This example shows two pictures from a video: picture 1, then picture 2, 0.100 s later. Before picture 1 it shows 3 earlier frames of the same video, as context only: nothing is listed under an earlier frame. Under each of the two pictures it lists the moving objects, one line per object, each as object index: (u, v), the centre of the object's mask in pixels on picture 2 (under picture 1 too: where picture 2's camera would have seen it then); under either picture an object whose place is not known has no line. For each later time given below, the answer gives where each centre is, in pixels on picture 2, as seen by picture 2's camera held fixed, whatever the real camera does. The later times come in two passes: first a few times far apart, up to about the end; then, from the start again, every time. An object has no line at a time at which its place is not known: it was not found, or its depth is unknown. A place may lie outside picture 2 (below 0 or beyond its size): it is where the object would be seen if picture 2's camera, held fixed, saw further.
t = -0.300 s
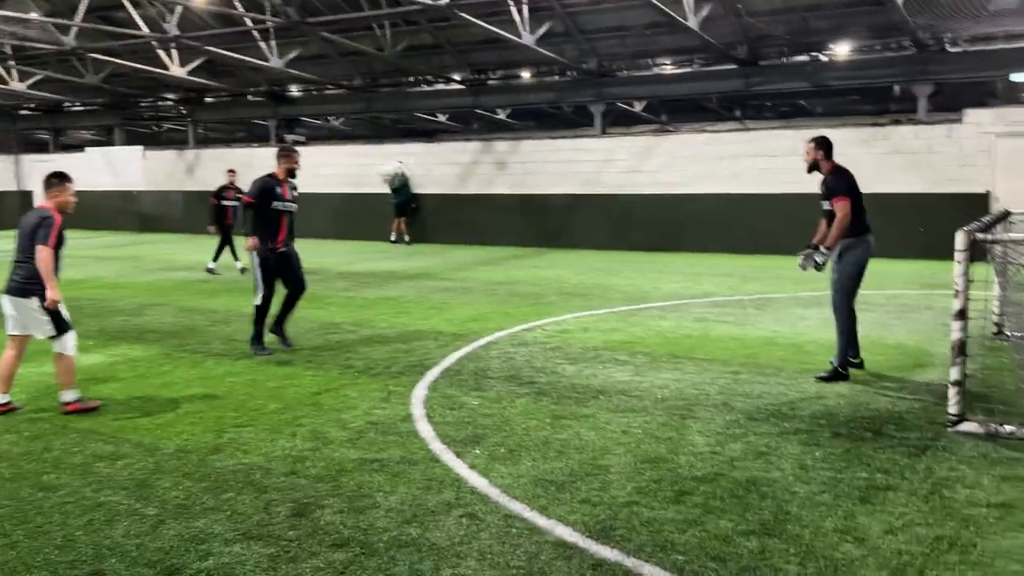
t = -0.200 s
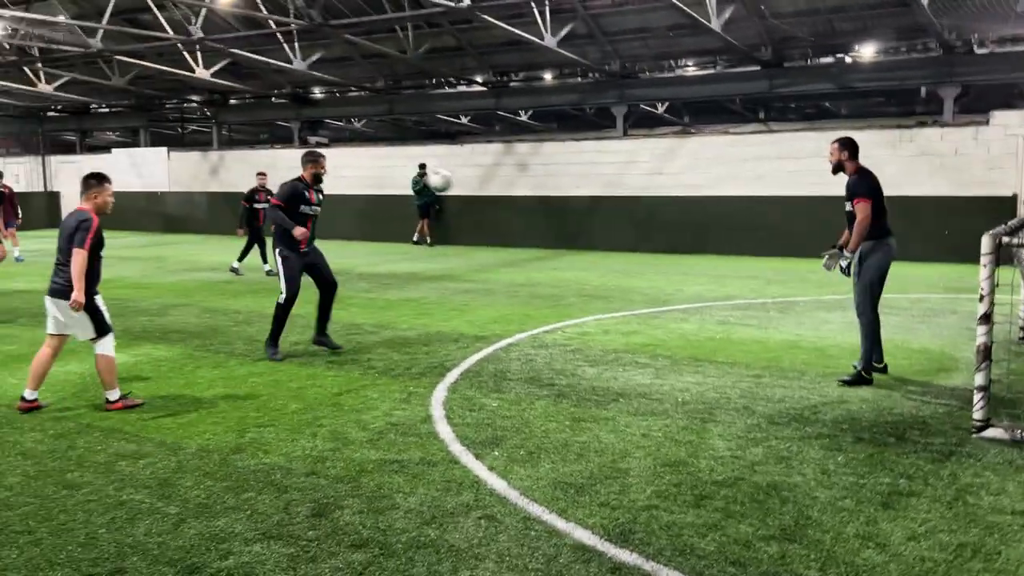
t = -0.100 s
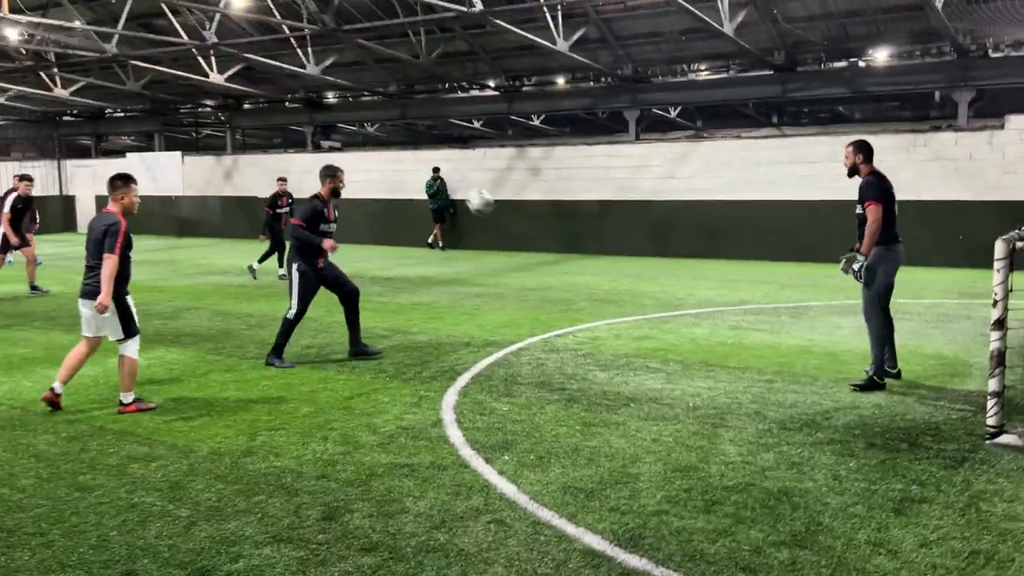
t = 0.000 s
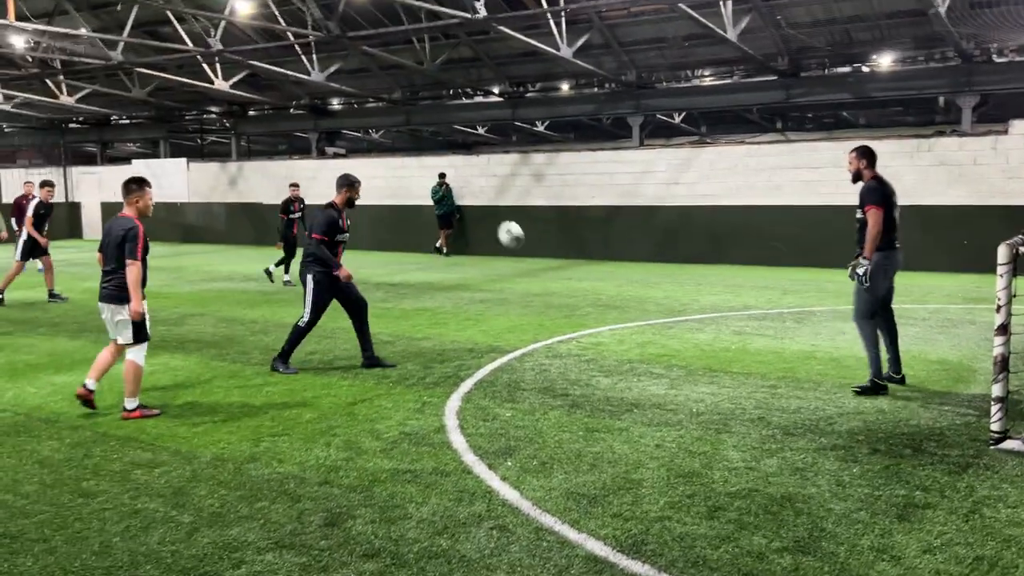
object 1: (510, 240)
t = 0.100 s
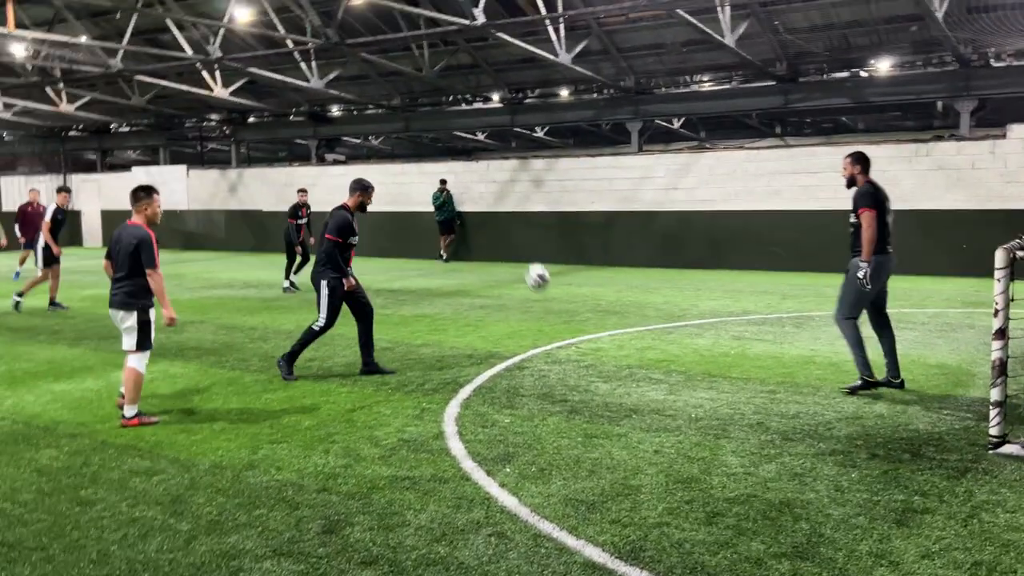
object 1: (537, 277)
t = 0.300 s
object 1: (580, 334)
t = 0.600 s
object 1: (587, 267)
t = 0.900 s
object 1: (595, 293)
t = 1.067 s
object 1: (603, 342)
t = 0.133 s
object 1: (546, 290)
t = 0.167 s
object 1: (554, 306)
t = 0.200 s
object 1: (564, 323)
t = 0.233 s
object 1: (573, 340)
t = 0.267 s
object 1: (579, 349)
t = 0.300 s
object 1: (580, 334)
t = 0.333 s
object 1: (581, 322)
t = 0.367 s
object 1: (581, 311)
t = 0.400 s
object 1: (582, 301)
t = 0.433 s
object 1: (583, 293)
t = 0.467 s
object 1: (584, 285)
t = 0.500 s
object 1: (584, 279)
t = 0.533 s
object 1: (585, 273)
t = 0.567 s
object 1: (586, 270)
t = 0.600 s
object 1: (587, 267)
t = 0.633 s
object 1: (588, 266)
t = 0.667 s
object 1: (589, 265)
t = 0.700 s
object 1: (590, 266)
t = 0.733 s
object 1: (590, 268)
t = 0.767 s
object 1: (591, 271)
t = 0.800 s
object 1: (592, 275)
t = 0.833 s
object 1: (593, 279)
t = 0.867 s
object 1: (594, 286)
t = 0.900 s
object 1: (595, 293)
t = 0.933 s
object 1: (596, 301)
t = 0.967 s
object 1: (598, 310)
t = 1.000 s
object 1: (599, 321)
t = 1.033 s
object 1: (601, 332)
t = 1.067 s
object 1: (603, 342)
